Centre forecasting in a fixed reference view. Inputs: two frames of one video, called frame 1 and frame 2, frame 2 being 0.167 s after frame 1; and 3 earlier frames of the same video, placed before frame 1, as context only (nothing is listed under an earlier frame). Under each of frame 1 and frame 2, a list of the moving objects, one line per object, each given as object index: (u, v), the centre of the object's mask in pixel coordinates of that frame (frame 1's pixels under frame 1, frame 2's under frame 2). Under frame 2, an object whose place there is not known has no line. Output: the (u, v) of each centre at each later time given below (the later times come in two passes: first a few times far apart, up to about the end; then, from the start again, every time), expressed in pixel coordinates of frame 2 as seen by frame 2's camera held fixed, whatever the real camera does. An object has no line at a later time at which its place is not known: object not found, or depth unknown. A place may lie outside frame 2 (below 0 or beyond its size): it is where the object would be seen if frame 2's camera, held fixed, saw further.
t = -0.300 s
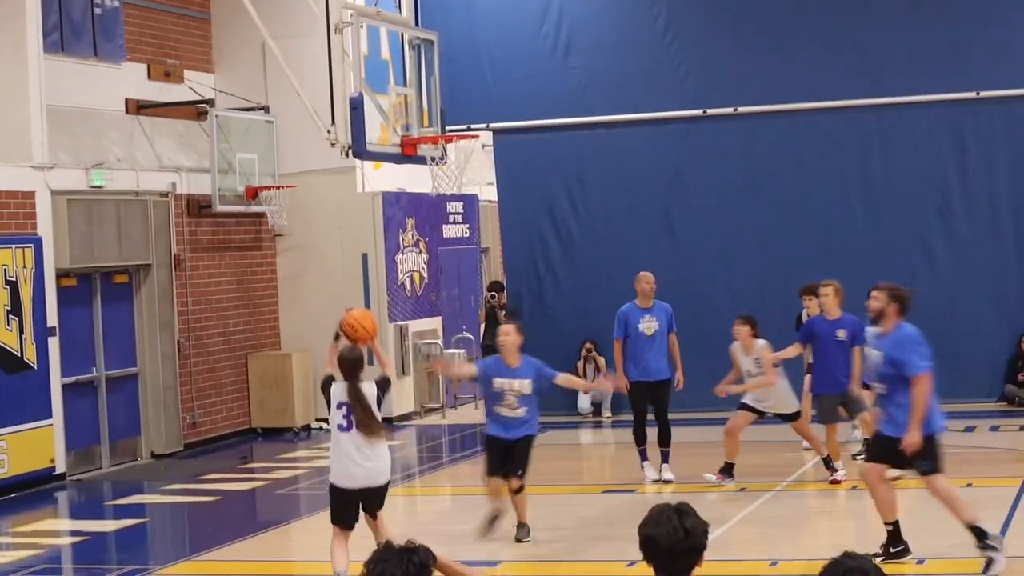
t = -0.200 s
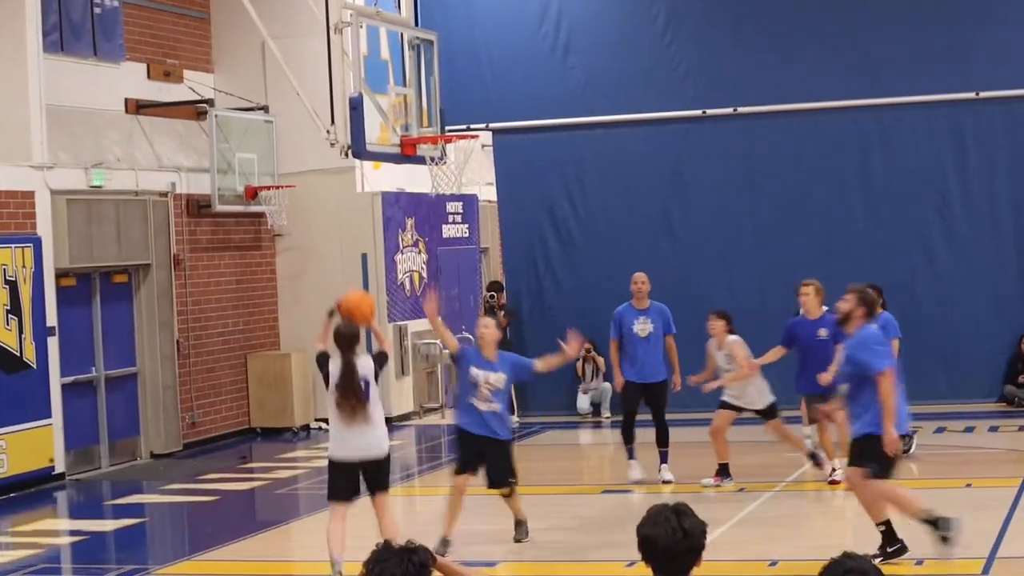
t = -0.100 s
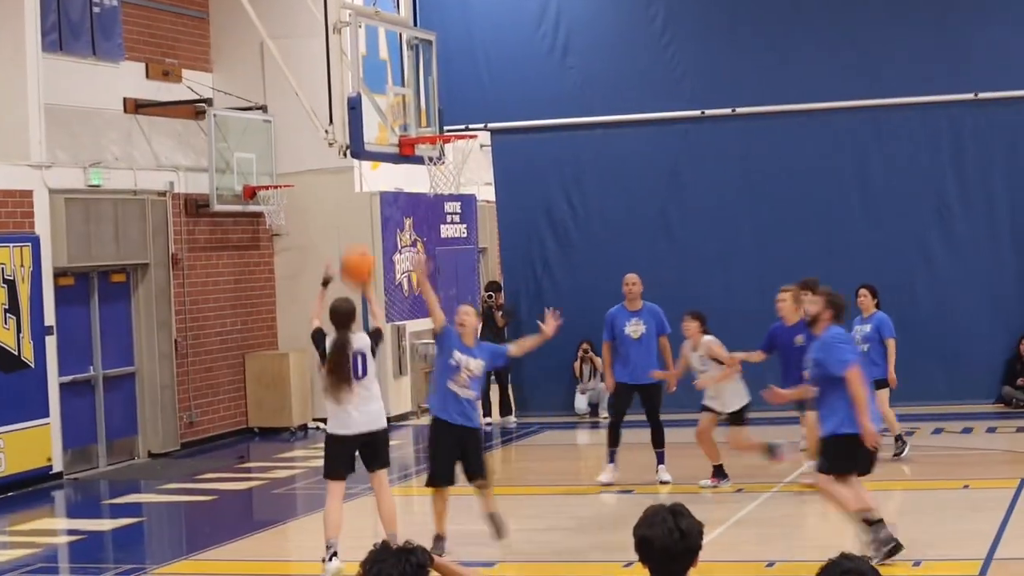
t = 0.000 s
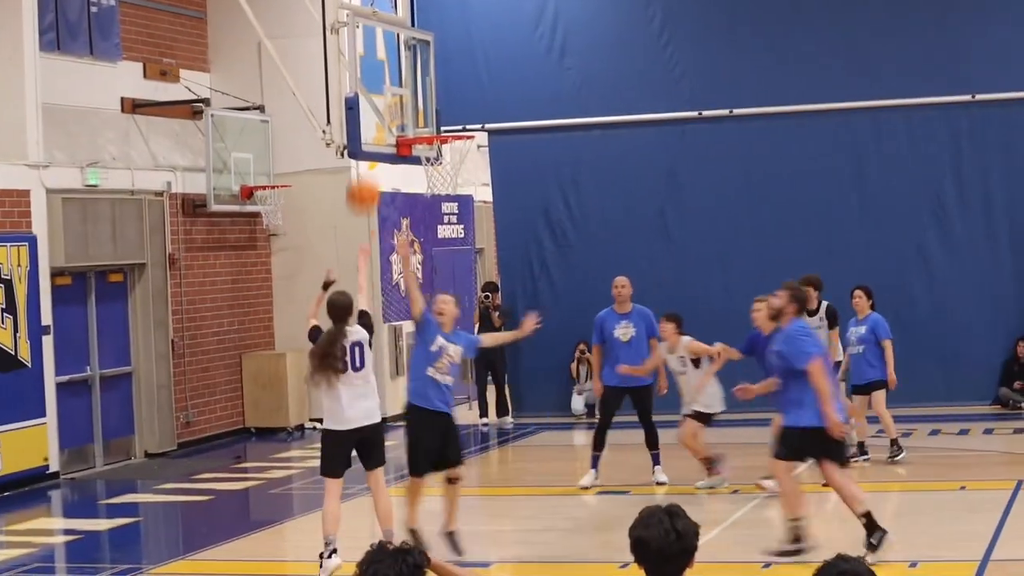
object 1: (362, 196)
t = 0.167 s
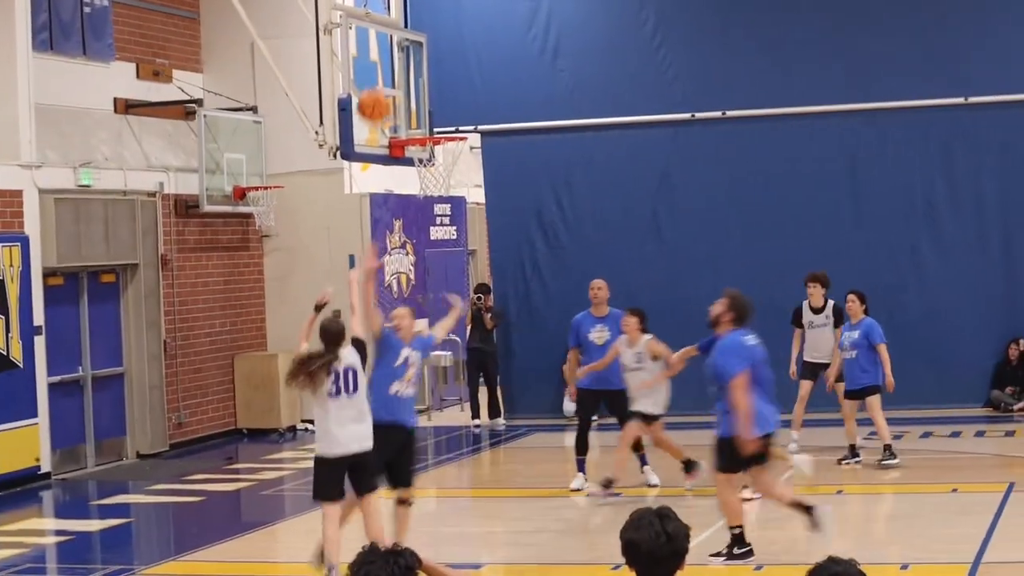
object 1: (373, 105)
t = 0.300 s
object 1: (386, 68)
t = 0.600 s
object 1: (416, 73)
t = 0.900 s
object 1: (441, 175)
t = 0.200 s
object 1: (376, 94)
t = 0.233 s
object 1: (379, 83)
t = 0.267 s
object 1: (383, 75)
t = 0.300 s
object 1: (386, 68)
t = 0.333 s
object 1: (390, 62)
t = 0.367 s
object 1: (394, 58)
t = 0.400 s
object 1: (397, 56)
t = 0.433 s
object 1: (400, 56)
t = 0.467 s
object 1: (403, 56)
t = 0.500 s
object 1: (406, 59)
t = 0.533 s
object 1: (410, 62)
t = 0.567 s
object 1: (413, 67)
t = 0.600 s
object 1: (416, 73)
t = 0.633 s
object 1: (420, 81)
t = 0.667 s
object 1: (424, 90)
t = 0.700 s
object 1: (428, 100)
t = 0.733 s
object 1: (431, 111)
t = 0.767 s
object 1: (434, 121)
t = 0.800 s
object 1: (437, 134)
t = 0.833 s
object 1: (440, 150)
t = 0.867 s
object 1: (442, 164)
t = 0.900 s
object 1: (441, 175)
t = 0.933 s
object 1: (442, 185)
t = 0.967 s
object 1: (444, 198)
